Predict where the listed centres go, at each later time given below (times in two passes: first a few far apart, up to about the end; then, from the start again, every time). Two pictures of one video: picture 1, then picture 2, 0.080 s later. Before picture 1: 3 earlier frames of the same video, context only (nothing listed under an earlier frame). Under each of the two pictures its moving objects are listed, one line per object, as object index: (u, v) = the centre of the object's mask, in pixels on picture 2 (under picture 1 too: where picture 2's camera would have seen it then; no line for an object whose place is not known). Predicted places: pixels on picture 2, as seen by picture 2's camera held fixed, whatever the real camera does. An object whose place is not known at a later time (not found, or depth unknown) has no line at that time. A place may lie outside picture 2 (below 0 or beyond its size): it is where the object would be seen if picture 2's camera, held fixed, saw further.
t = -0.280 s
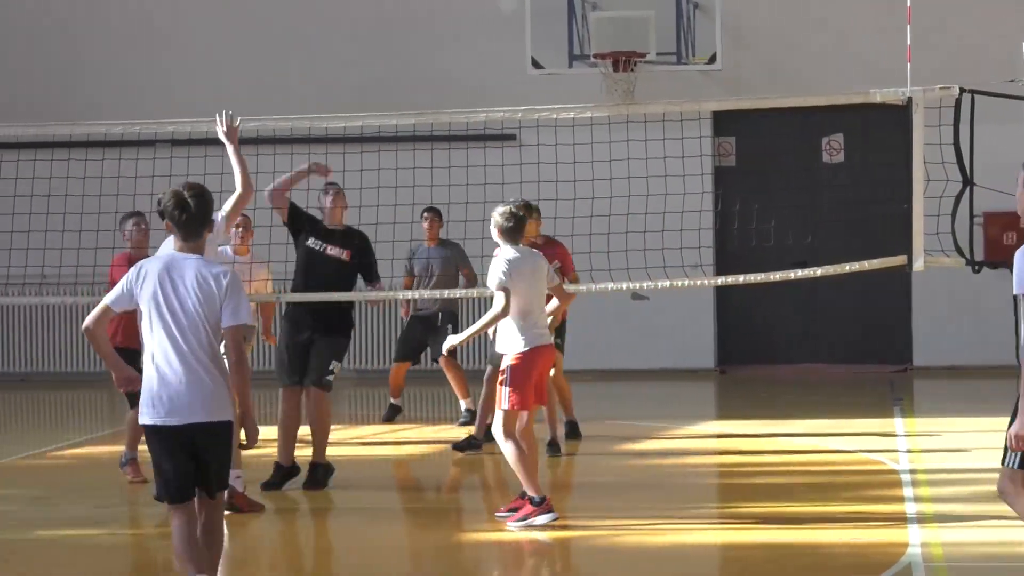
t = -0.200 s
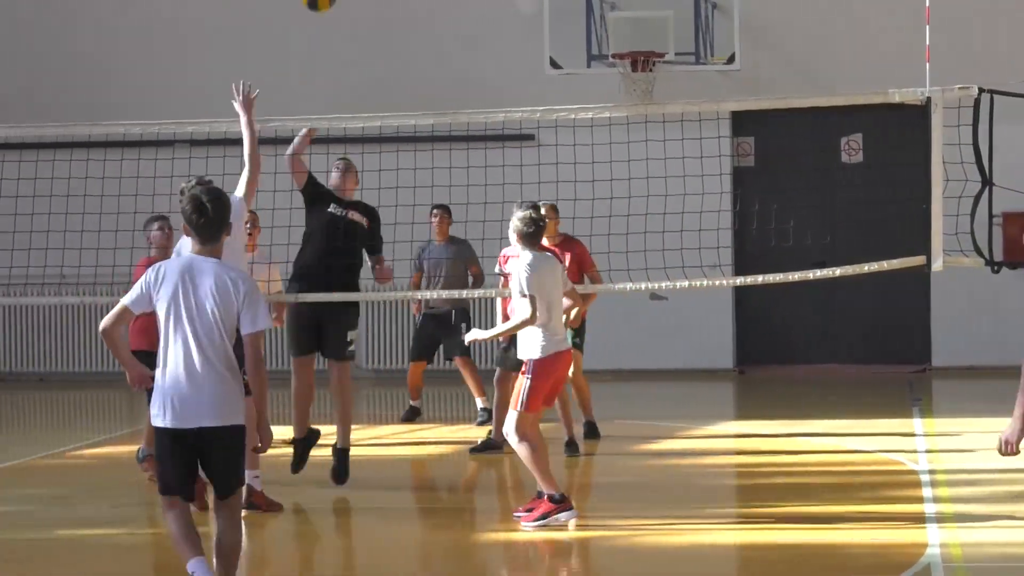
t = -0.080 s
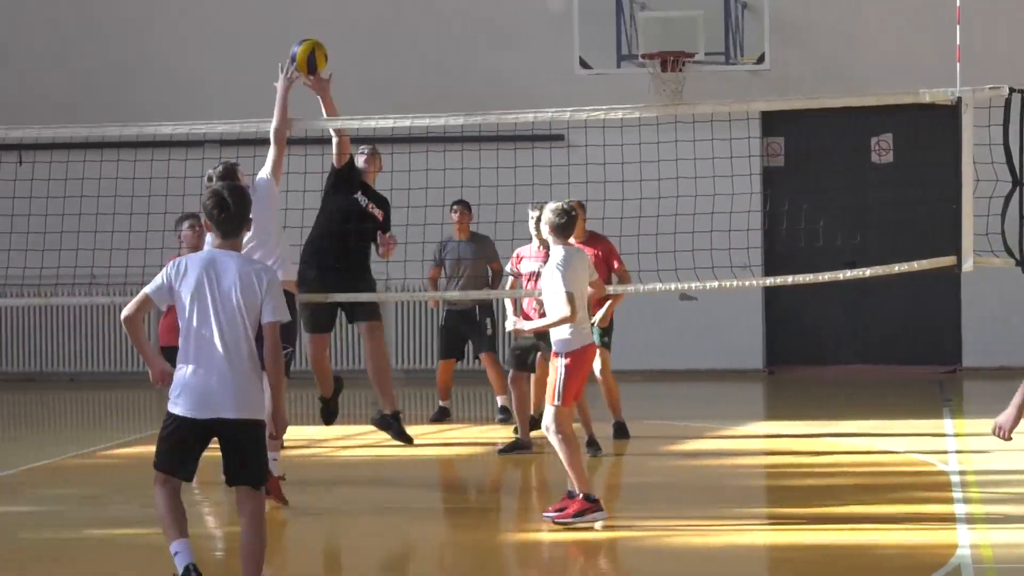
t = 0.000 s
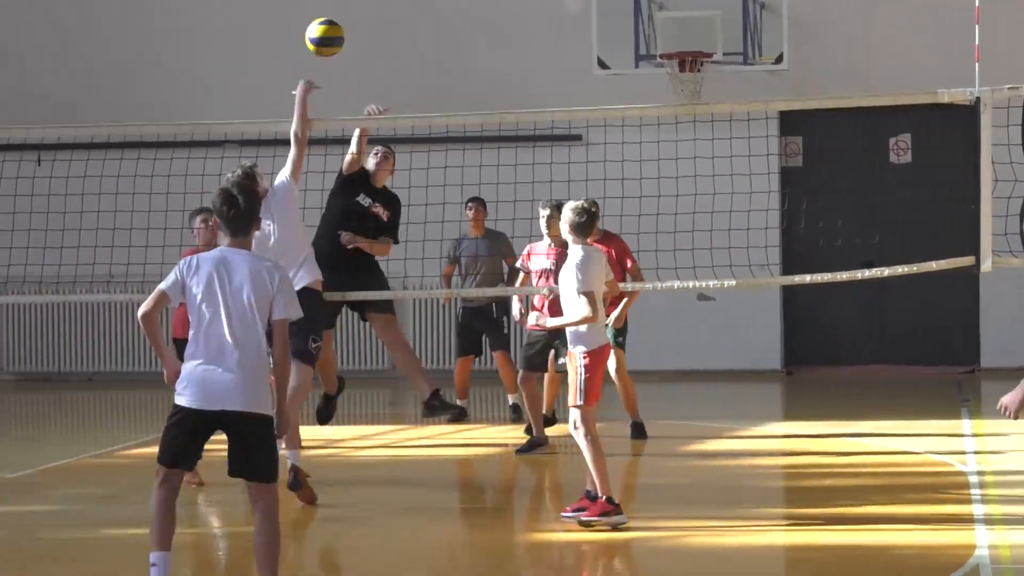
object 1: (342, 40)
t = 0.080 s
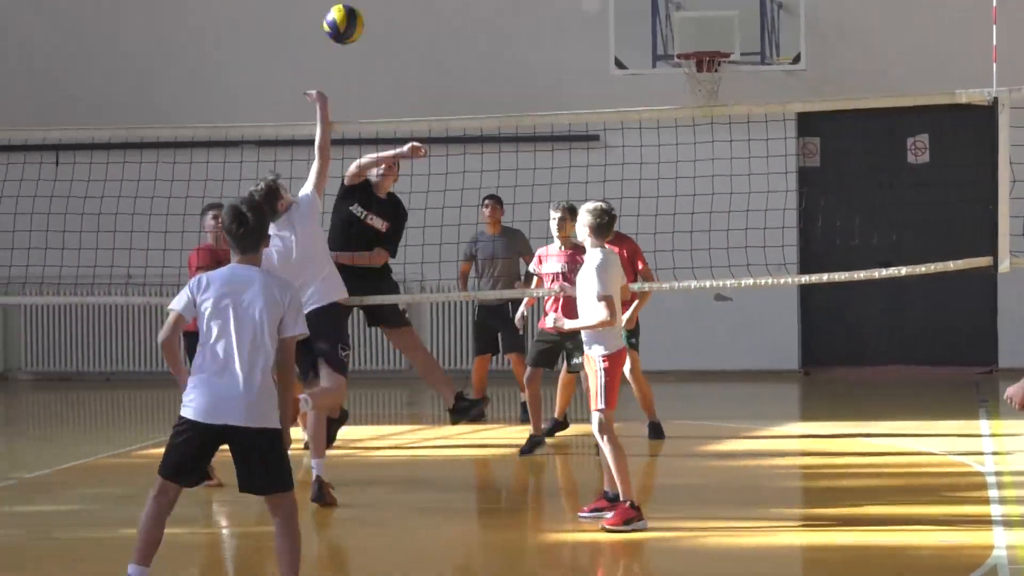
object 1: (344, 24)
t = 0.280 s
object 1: (347, 38)
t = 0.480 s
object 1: (346, 144)
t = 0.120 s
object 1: (344, 20)
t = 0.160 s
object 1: (344, 20)
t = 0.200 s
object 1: (345, 22)
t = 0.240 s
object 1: (347, 27)
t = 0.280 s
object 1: (347, 38)
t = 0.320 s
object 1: (346, 50)
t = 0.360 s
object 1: (346, 68)
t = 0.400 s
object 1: (346, 88)
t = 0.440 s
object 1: (345, 113)
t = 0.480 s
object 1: (346, 144)
